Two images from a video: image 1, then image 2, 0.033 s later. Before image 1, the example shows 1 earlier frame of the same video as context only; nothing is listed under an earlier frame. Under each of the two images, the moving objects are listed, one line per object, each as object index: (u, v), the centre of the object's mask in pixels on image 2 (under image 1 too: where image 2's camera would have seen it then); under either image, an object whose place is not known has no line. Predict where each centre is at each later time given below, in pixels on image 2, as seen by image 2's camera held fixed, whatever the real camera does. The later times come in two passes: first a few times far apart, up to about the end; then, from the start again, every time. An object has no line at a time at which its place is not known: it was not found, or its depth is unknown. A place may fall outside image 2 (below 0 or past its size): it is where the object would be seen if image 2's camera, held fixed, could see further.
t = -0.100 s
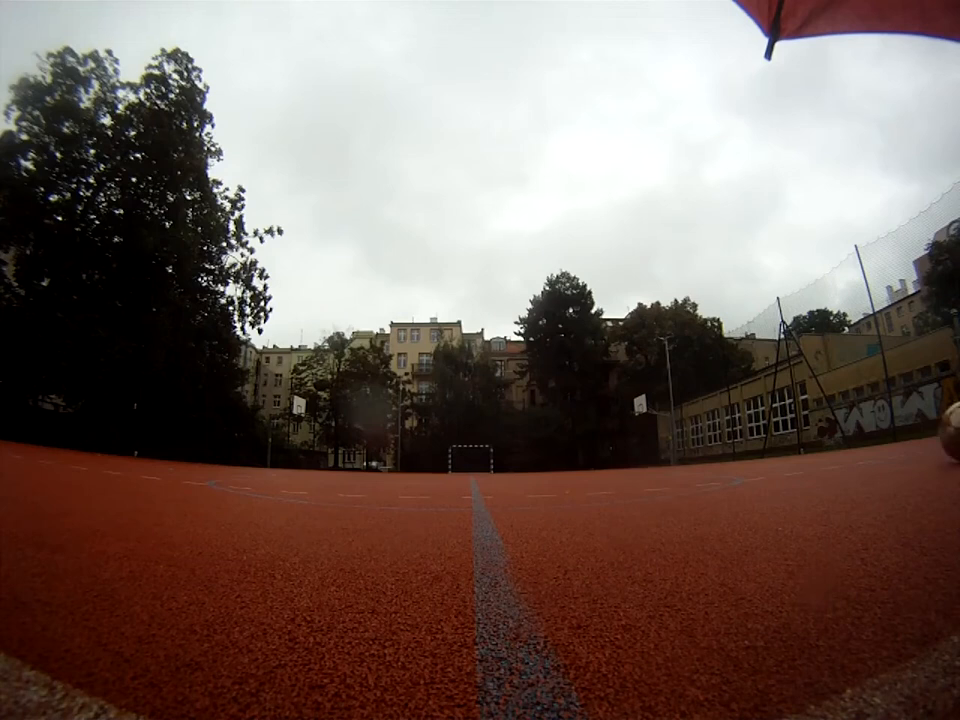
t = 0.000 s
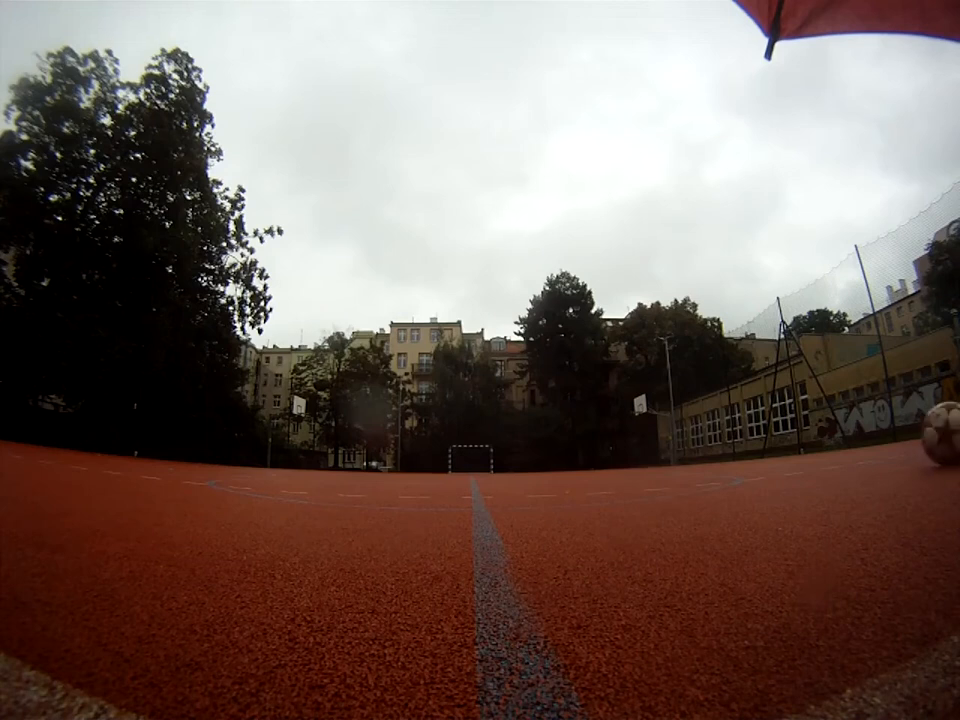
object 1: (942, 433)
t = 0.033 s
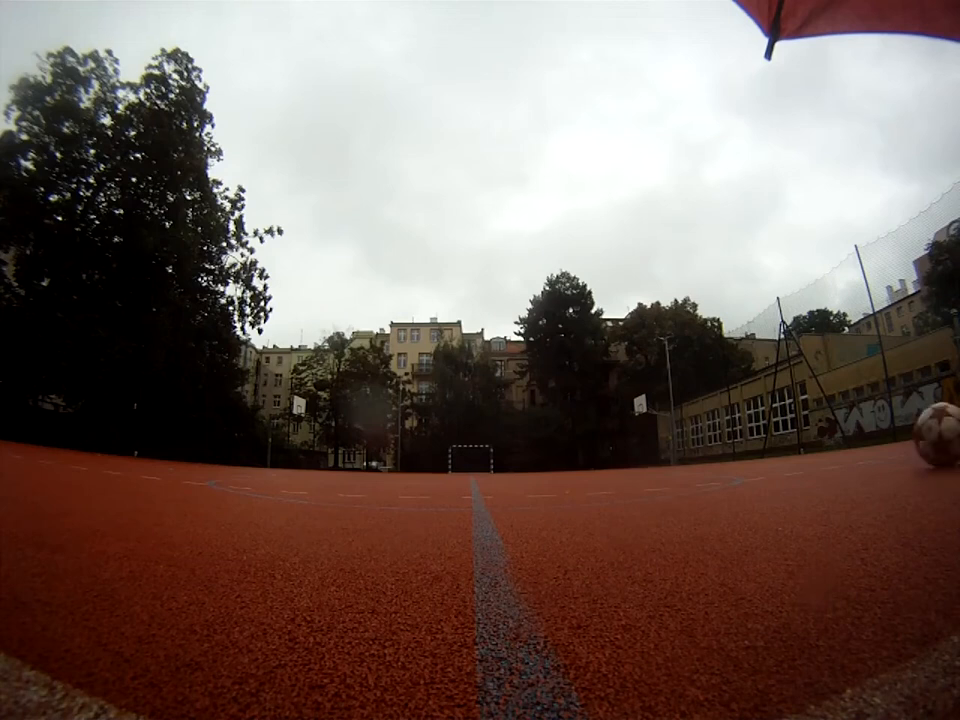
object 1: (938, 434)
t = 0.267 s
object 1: (891, 444)
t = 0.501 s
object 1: (830, 453)
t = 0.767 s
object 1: (747, 464)
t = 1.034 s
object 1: (652, 472)
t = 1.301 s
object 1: (550, 476)
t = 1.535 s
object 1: (462, 477)
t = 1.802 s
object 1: (371, 478)
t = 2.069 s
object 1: (294, 474)
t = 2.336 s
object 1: (233, 469)
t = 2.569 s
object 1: (189, 465)
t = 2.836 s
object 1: (147, 461)
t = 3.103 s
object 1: (115, 456)
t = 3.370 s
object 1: (89, 452)
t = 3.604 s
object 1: (69, 449)
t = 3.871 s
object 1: (50, 446)
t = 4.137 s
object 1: (35, 444)
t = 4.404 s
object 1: (20, 442)
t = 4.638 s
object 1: (13, 440)
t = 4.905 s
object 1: (8, 439)
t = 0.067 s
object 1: (935, 435)
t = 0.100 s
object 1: (930, 437)
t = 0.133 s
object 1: (922, 437)
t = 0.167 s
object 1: (915, 440)
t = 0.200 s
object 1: (907, 441)
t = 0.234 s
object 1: (900, 442)
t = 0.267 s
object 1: (891, 444)
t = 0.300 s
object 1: (883, 444)
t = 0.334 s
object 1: (874, 446)
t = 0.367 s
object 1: (866, 448)
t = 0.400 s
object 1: (857, 449)
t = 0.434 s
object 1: (848, 450)
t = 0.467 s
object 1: (839, 453)
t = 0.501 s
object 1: (830, 453)
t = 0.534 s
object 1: (820, 454)
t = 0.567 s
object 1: (811, 455)
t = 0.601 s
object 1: (801, 457)
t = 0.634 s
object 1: (791, 456)
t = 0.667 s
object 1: (780, 460)
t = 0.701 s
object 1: (770, 460)
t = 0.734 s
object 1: (759, 460)
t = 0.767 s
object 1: (747, 464)
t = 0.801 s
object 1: (736, 464)
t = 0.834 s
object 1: (725, 465)
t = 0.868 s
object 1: (713, 466)
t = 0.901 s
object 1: (701, 467)
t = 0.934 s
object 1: (689, 467)
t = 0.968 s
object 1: (677, 469)
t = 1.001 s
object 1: (665, 470)
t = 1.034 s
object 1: (652, 472)
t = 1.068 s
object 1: (639, 473)
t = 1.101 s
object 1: (627, 474)
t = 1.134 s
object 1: (614, 473)
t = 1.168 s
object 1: (601, 475)
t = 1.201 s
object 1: (588, 474)
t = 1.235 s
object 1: (575, 476)
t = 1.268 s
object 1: (563, 475)
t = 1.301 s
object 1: (550, 476)
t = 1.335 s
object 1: (537, 477)
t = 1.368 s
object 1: (524, 477)
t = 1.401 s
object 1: (511, 477)
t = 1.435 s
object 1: (499, 478)
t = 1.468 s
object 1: (486, 477)
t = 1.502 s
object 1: (474, 478)
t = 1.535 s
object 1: (462, 477)
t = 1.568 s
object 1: (450, 478)
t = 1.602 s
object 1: (438, 477)
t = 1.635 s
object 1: (427, 477)
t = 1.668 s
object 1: (415, 477)
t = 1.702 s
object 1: (403, 478)
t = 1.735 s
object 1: (392, 478)
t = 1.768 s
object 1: (381, 477)
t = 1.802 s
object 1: (371, 478)
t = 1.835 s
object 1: (359, 477)
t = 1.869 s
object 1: (349, 476)
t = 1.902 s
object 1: (339, 476)
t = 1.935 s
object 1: (329, 475)
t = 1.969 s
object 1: (320, 475)
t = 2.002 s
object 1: (311, 474)
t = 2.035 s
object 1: (302, 474)
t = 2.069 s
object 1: (294, 474)
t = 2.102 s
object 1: (285, 474)
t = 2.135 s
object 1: (277, 473)
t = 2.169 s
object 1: (269, 472)
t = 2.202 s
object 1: (261, 472)
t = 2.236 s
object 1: (254, 471)
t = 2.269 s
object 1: (247, 471)
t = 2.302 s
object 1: (240, 469)
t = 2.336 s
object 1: (233, 469)
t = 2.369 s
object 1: (226, 469)
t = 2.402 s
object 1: (219, 468)
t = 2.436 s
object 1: (213, 467)
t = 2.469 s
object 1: (207, 466)
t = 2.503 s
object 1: (201, 467)
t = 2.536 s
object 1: (194, 466)
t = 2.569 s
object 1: (189, 465)
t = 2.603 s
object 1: (183, 465)
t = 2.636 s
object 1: (177, 464)
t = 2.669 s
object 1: (171, 464)
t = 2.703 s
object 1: (167, 463)
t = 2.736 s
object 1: (162, 463)
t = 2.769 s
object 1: (157, 462)
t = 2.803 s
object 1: (152, 461)
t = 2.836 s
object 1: (147, 461)
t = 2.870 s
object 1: (143, 460)
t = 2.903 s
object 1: (139, 459)
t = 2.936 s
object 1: (135, 459)
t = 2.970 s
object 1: (131, 458)
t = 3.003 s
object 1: (127, 458)
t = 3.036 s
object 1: (123, 458)
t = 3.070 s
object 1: (119, 457)
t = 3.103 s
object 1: (115, 456)
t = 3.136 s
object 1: (112, 456)
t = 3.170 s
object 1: (108, 455)
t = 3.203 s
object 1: (105, 455)
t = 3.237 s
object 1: (102, 454)
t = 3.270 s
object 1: (98, 453)
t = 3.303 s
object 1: (95, 453)
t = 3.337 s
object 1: (92, 453)
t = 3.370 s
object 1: (89, 452)
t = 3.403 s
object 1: (86, 452)
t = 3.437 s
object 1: (83, 451)
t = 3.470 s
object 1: (80, 451)
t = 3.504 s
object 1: (77, 451)
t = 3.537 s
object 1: (74, 450)
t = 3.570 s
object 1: (71, 450)
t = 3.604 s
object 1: (69, 449)
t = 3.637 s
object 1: (66, 449)
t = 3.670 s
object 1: (64, 448)
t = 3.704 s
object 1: (61, 448)
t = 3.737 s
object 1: (59, 448)
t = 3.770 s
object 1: (56, 448)
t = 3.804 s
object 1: (54, 447)
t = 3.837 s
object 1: (52, 447)
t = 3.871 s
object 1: (50, 446)
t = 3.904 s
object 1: (48, 446)
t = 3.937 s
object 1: (46, 446)
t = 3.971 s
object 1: (44, 446)
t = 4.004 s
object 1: (42, 445)
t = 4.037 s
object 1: (40, 445)
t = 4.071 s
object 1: (38, 444)
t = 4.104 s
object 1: (37, 445)
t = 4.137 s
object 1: (35, 444)
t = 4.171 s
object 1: (33, 444)
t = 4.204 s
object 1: (31, 444)
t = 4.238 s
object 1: (29, 443)
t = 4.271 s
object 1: (27, 443)
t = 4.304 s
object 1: (25, 443)
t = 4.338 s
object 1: (24, 442)
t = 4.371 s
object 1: (22, 442)
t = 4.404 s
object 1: (20, 442)
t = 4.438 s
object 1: (19, 442)
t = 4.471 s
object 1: (18, 441)
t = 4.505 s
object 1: (17, 440)
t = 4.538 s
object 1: (16, 441)
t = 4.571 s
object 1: (15, 441)
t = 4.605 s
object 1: (14, 440)
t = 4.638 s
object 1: (13, 440)
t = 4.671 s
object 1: (12, 439)
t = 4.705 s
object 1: (11, 439)
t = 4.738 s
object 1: (11, 439)
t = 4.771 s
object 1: (10, 440)
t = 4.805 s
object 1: (9, 440)
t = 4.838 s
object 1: (9, 440)
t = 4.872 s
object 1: (8, 439)
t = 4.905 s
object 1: (8, 439)
